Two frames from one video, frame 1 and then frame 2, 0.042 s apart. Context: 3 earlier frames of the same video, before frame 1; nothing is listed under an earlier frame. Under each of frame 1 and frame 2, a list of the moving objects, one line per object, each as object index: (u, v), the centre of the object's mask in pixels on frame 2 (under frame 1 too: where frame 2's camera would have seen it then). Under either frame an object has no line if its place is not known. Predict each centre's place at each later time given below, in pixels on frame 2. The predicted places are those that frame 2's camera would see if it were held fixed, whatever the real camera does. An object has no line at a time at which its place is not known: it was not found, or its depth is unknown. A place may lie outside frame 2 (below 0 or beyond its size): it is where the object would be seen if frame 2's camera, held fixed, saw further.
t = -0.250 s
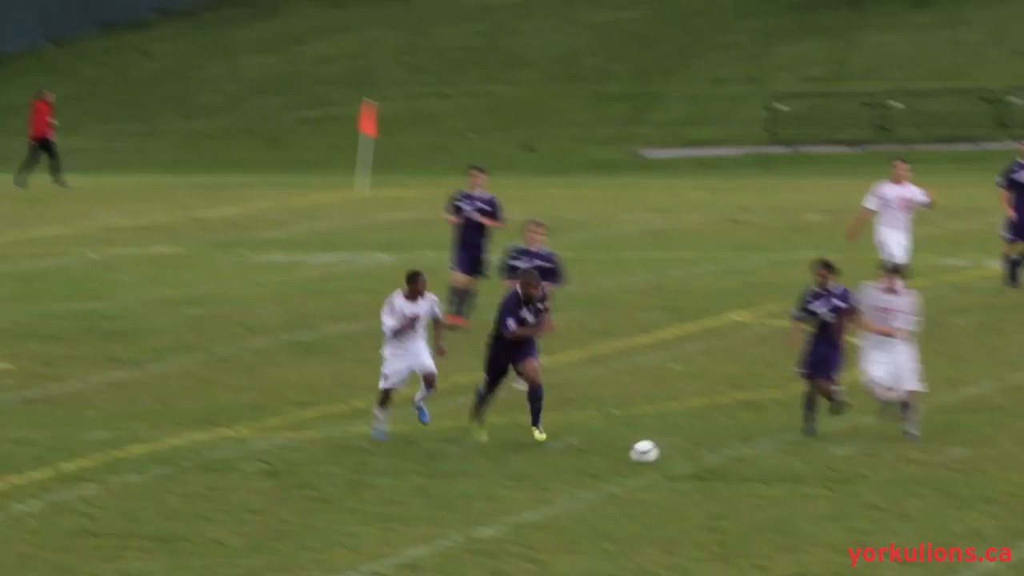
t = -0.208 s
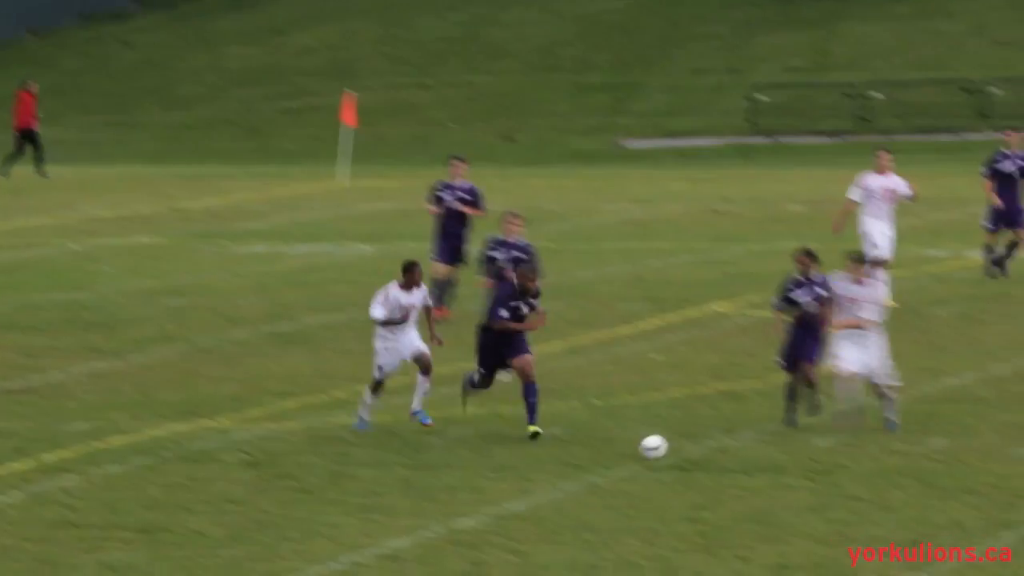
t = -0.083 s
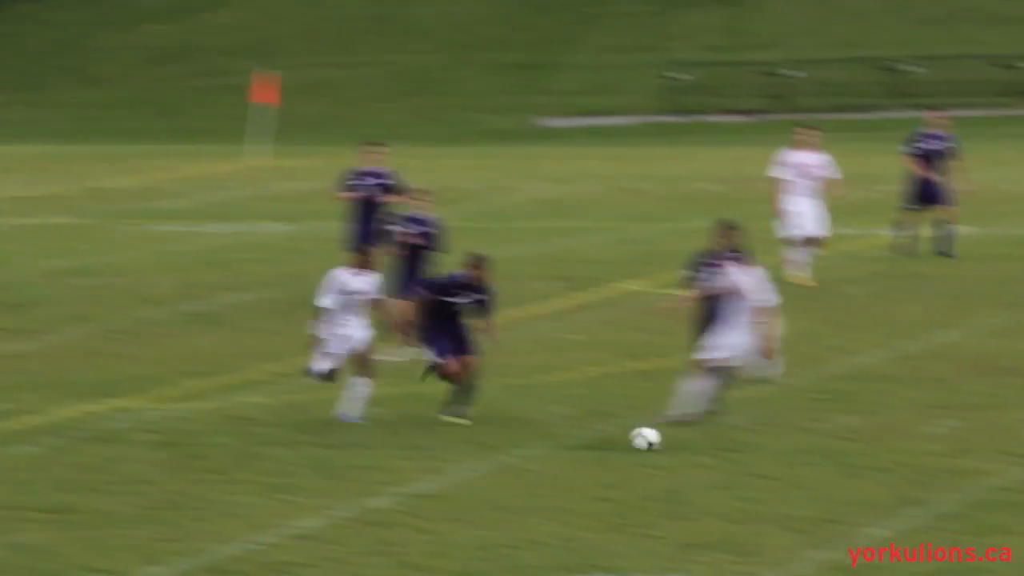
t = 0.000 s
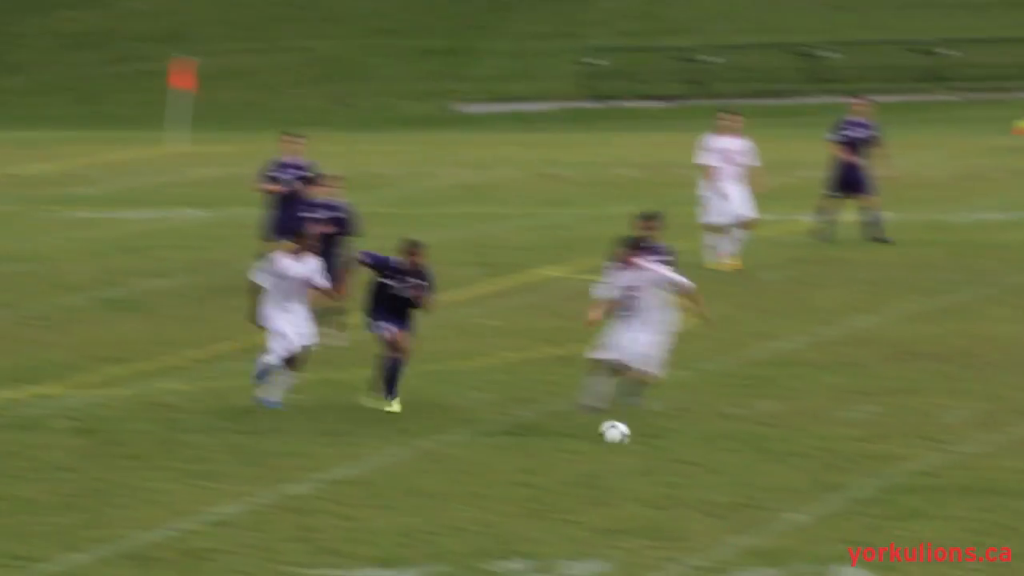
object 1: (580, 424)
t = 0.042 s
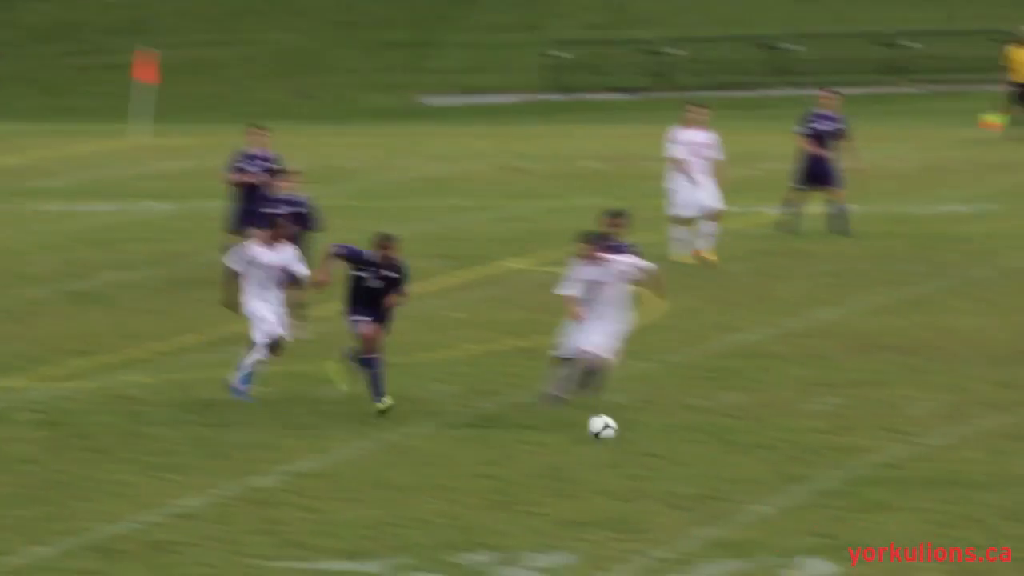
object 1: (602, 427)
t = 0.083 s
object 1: (625, 429)
